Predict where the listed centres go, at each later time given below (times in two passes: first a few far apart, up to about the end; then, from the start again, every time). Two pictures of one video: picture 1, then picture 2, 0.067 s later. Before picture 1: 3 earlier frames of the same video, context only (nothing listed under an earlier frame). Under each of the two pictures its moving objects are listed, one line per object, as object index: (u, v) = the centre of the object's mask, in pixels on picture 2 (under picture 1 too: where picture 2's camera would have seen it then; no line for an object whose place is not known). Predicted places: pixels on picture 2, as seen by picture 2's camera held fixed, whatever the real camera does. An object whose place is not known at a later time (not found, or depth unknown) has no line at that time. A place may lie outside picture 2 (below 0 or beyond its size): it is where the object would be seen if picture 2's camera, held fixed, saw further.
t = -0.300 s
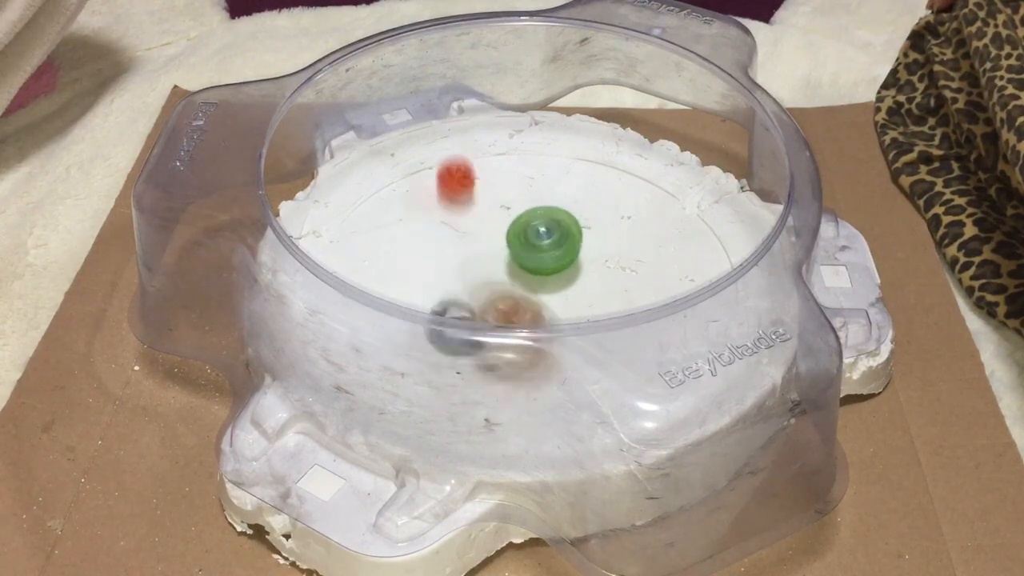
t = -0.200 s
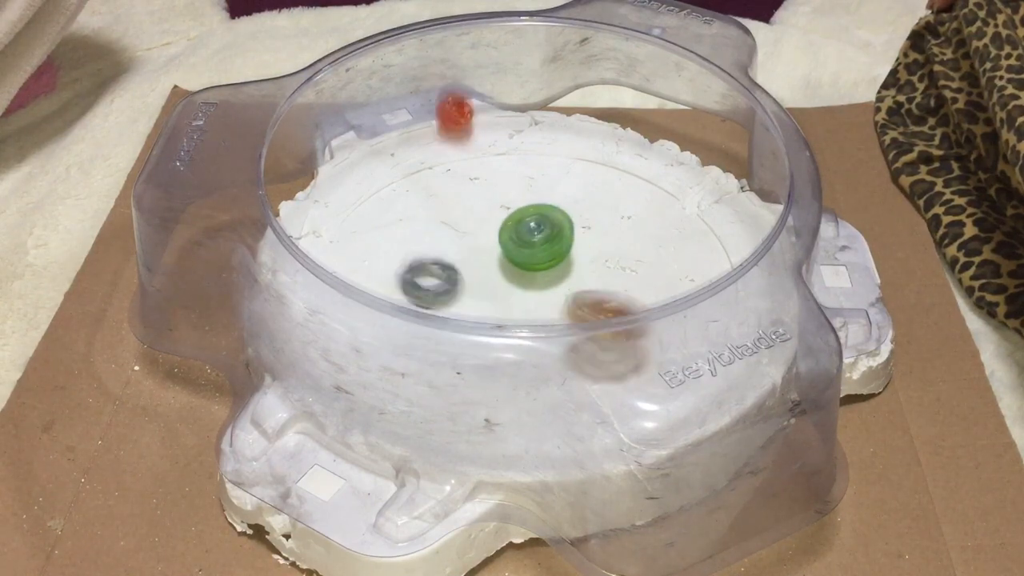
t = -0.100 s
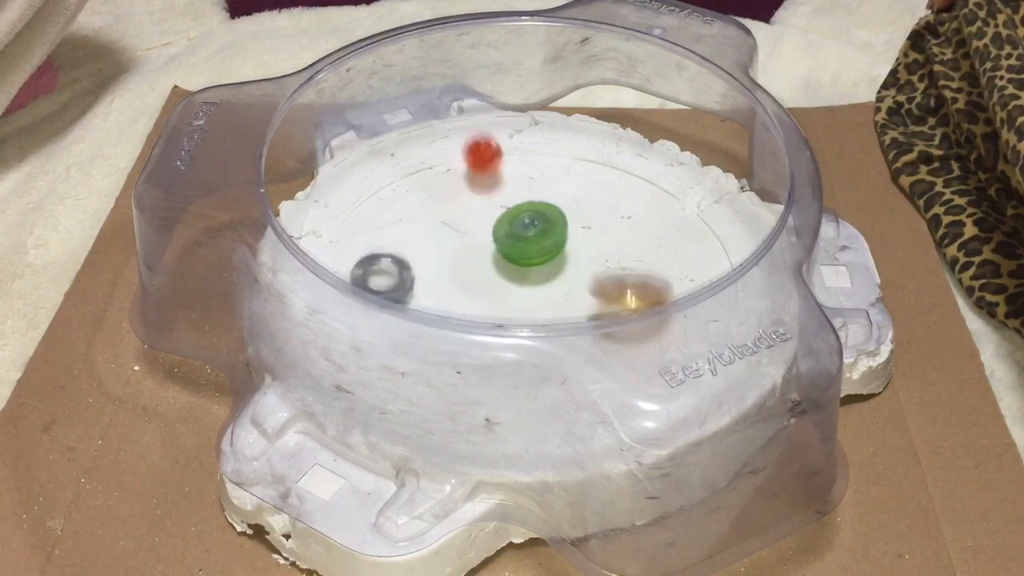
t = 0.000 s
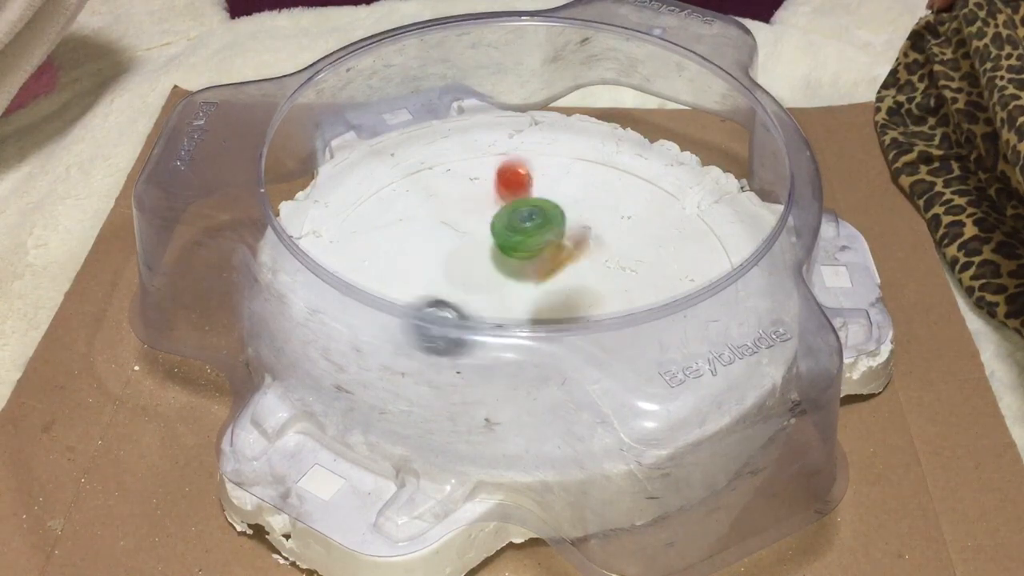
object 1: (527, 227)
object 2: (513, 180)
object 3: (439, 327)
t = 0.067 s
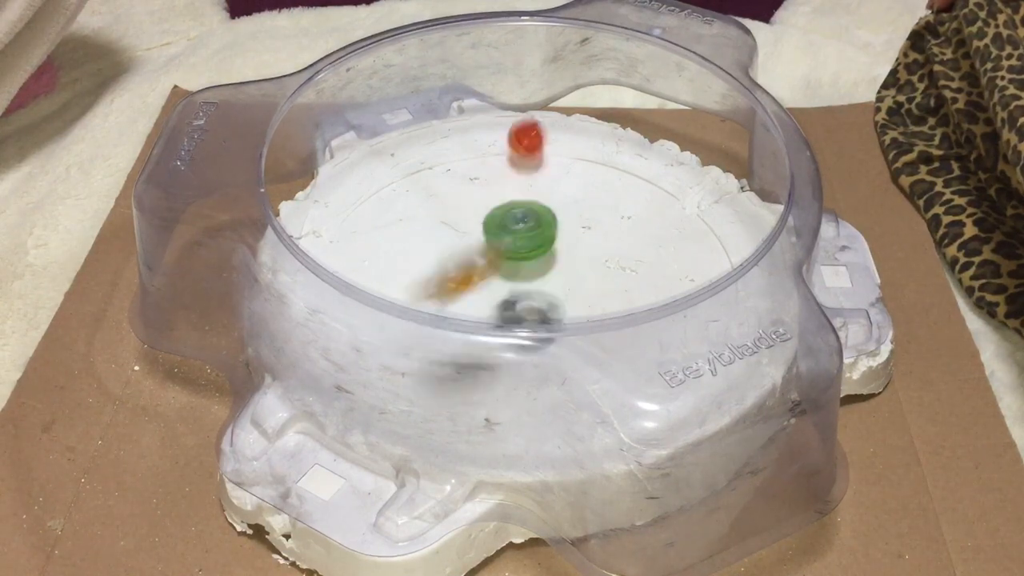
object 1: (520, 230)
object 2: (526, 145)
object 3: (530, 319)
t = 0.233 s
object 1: (442, 173)
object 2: (540, 120)
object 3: (683, 333)
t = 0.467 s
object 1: (349, 158)
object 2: (529, 174)
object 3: (757, 316)
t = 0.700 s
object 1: (344, 162)
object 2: (537, 280)
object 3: (756, 316)
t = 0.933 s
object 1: (350, 174)
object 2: (557, 288)
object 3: (756, 316)
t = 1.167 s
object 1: (387, 258)
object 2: (557, 288)
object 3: (756, 316)
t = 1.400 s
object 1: (437, 330)
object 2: (556, 283)
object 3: (756, 316)
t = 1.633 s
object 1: (474, 363)
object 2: (557, 287)
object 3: (756, 316)
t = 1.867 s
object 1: (494, 362)
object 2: (557, 284)
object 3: (756, 316)
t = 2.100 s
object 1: (523, 344)
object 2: (557, 283)
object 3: (756, 316)
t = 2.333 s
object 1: (584, 296)
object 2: (548, 277)
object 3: (756, 316)
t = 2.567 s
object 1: (616, 278)
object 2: (557, 287)
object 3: (756, 316)
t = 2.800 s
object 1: (611, 274)
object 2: (434, 251)
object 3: (756, 316)
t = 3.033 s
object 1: (574, 299)
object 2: (420, 228)
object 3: (756, 316)
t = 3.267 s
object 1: (522, 289)
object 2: (473, 266)
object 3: (756, 316)
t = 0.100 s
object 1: (516, 233)
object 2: (529, 137)
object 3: (553, 298)
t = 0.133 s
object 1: (513, 235)
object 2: (534, 126)
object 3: (572, 281)
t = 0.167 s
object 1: (495, 222)
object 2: (540, 119)
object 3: (599, 289)
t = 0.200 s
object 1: (465, 195)
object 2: (540, 116)
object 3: (637, 310)
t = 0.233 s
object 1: (442, 173)
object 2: (540, 120)
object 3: (683, 333)
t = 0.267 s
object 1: (416, 157)
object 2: (543, 118)
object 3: (716, 326)
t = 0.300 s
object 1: (392, 150)
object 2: (545, 126)
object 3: (748, 317)
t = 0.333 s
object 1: (374, 150)
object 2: (543, 128)
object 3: (769, 321)
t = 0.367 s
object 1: (360, 147)
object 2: (542, 138)
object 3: (770, 314)
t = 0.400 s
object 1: (354, 150)
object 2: (537, 149)
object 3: (767, 314)
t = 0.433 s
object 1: (352, 155)
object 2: (534, 161)
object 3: (760, 316)
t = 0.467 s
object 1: (349, 158)
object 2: (529, 174)
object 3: (757, 316)
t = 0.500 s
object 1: (348, 160)
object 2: (522, 188)
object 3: (756, 316)
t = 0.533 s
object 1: (347, 160)
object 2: (515, 205)
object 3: (756, 316)
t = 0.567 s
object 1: (347, 160)
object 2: (516, 226)
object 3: (756, 316)
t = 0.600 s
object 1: (347, 161)
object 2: (517, 243)
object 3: (756, 316)
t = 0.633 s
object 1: (347, 161)
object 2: (524, 257)
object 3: (756, 317)
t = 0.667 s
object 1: (345, 162)
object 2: (531, 269)
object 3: (756, 316)
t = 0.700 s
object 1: (344, 162)
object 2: (537, 280)
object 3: (756, 316)
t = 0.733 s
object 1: (343, 163)
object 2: (546, 285)
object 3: (756, 317)
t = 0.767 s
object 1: (341, 163)
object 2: (553, 285)
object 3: (756, 316)
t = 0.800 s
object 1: (339, 163)
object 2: (554, 285)
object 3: (756, 317)
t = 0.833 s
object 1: (339, 163)
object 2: (553, 286)
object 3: (756, 316)
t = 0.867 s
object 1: (341, 164)
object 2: (555, 288)
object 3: (756, 317)
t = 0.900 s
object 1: (346, 169)
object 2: (557, 288)
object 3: (756, 317)
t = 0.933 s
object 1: (350, 174)
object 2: (557, 288)
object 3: (756, 316)
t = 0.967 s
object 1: (353, 184)
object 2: (557, 286)
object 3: (756, 317)
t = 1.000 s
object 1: (359, 197)
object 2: (556, 284)
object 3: (756, 317)
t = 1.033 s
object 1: (364, 211)
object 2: (556, 282)
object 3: (756, 317)
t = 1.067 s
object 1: (370, 223)
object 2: (556, 283)
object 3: (756, 316)
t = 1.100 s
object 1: (375, 235)
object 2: (557, 284)
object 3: (756, 317)
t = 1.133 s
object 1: (381, 247)
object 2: (557, 286)
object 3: (756, 317)
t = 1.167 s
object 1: (387, 258)
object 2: (557, 288)
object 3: (756, 316)
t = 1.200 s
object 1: (395, 268)
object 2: (557, 288)
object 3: (756, 317)
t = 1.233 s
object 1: (403, 276)
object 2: (557, 288)
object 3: (756, 317)
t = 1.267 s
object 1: (413, 283)
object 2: (557, 288)
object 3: (756, 316)
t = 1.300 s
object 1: (422, 290)
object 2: (557, 287)
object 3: (756, 316)
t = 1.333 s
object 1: (430, 295)
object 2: (557, 286)
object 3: (756, 316)
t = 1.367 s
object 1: (433, 329)
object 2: (557, 284)
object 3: (756, 316)
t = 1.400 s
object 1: (437, 330)
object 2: (556, 283)
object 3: (756, 316)
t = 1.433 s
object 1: (445, 338)
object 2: (556, 283)
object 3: (756, 317)
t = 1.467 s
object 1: (451, 345)
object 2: (557, 284)
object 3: (756, 316)
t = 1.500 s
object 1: (456, 358)
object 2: (557, 284)
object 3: (756, 317)
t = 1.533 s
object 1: (463, 363)
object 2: (557, 285)
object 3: (756, 316)
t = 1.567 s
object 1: (468, 366)
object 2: (557, 286)
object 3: (756, 316)
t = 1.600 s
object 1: (471, 363)
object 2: (557, 286)
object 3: (756, 316)
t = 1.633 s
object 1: (474, 363)
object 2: (557, 287)
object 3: (756, 316)
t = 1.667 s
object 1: (475, 363)
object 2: (557, 288)
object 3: (756, 316)
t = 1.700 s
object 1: (478, 363)
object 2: (557, 287)
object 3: (756, 316)
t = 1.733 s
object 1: (481, 366)
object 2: (557, 287)
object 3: (756, 317)
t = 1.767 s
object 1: (484, 363)
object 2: (557, 286)
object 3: (756, 317)
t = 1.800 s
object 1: (489, 361)
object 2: (557, 286)
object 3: (756, 316)
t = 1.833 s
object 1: (492, 361)
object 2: (557, 285)
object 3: (756, 316)
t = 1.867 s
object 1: (494, 362)
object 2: (557, 284)
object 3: (756, 316)
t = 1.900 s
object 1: (495, 362)
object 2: (557, 284)
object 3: (756, 316)
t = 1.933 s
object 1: (497, 363)
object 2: (556, 284)
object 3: (756, 316)
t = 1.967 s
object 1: (499, 362)
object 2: (556, 284)
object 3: (756, 316)
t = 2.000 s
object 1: (501, 355)
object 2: (556, 284)
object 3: (756, 317)
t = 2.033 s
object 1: (507, 351)
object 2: (556, 284)
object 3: (756, 316)
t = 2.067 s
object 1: (515, 348)
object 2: (557, 283)
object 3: (756, 317)
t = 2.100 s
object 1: (523, 344)
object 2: (557, 283)
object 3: (756, 316)
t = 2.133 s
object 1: (533, 343)
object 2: (557, 283)
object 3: (756, 316)
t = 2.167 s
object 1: (542, 326)
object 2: (558, 281)
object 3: (756, 317)
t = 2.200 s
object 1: (549, 325)
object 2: (558, 277)
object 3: (756, 316)
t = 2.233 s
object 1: (559, 323)
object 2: (557, 274)
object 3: (756, 316)
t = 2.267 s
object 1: (569, 318)
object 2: (554, 272)
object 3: (756, 316)
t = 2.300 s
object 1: (577, 300)
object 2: (551, 272)
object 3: (756, 316)
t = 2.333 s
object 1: (584, 296)
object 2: (548, 277)
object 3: (756, 316)
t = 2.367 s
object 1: (592, 294)
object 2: (549, 281)
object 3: (756, 316)
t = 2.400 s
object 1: (598, 290)
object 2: (550, 281)
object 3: (756, 317)
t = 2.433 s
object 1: (603, 287)
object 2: (551, 281)
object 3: (756, 316)
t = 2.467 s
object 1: (608, 284)
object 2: (553, 281)
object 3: (756, 316)
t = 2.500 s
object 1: (612, 281)
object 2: (555, 283)
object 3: (756, 316)
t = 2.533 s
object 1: (614, 278)
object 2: (556, 285)
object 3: (756, 316)
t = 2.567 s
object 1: (616, 278)
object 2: (557, 287)
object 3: (756, 316)
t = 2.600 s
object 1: (614, 277)
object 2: (556, 288)
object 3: (756, 316)
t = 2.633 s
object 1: (612, 276)
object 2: (555, 287)
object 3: (756, 316)
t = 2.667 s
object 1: (615, 278)
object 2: (526, 276)
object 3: (756, 316)
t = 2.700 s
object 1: (616, 277)
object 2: (499, 266)
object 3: (756, 316)
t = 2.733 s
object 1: (615, 277)
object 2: (474, 259)
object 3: (756, 317)
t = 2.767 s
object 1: (613, 276)
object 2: (454, 252)
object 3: (756, 316)
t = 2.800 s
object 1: (611, 274)
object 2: (434, 251)
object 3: (756, 316)
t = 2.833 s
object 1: (604, 279)
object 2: (420, 245)
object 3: (756, 316)
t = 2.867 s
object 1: (601, 283)
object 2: (410, 239)
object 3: (756, 316)
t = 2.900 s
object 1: (597, 287)
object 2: (403, 233)
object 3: (756, 316)
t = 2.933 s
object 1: (593, 291)
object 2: (400, 229)
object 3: (756, 316)
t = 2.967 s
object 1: (587, 294)
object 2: (404, 227)
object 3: (756, 317)
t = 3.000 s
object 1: (581, 296)
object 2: (410, 227)
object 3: (756, 316)
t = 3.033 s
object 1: (574, 299)
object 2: (420, 228)
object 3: (756, 316)
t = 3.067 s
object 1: (566, 300)
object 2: (430, 233)
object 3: (756, 316)
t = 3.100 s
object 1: (557, 300)
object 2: (441, 240)
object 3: (756, 316)
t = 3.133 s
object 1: (548, 300)
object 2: (453, 244)
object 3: (756, 316)
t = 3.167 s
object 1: (541, 298)
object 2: (463, 250)
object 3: (756, 317)
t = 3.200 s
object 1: (534, 296)
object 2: (467, 259)
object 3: (756, 317)
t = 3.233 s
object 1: (527, 293)
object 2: (470, 266)
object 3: (756, 316)
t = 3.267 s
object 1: (522, 289)
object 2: (473, 266)
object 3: (756, 316)
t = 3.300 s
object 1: (519, 286)
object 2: (475, 245)
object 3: (756, 317)
